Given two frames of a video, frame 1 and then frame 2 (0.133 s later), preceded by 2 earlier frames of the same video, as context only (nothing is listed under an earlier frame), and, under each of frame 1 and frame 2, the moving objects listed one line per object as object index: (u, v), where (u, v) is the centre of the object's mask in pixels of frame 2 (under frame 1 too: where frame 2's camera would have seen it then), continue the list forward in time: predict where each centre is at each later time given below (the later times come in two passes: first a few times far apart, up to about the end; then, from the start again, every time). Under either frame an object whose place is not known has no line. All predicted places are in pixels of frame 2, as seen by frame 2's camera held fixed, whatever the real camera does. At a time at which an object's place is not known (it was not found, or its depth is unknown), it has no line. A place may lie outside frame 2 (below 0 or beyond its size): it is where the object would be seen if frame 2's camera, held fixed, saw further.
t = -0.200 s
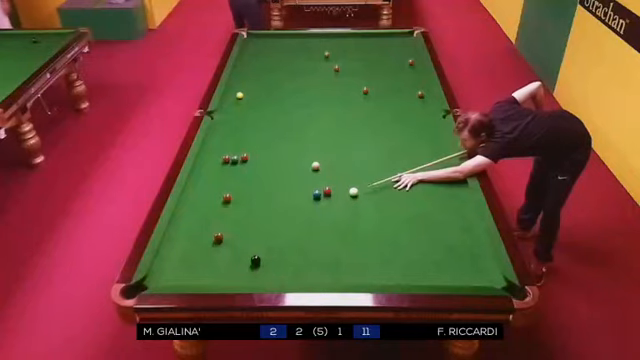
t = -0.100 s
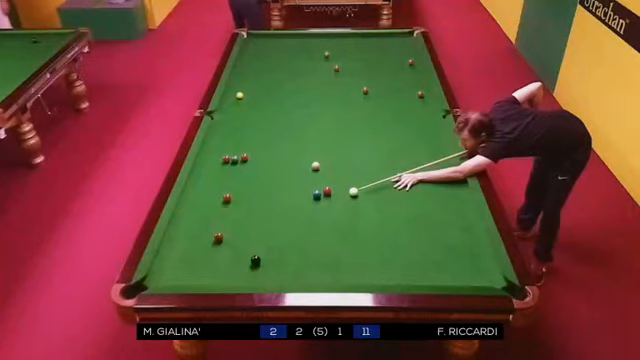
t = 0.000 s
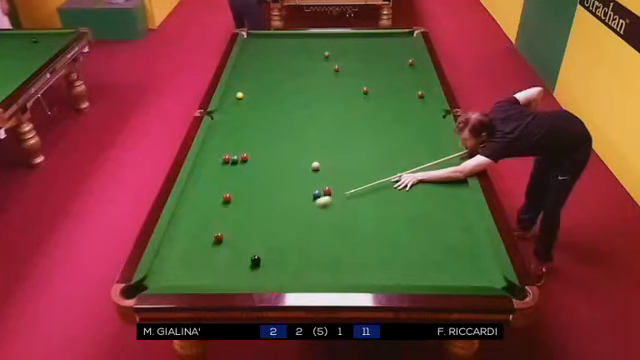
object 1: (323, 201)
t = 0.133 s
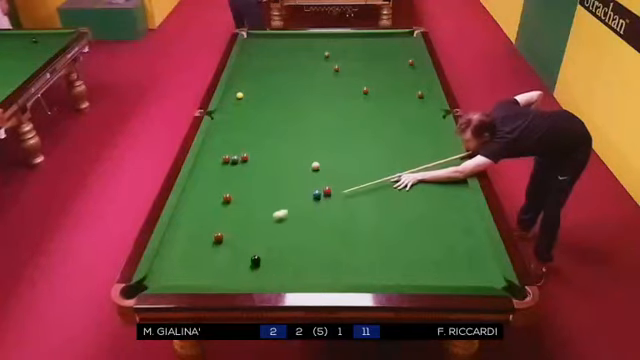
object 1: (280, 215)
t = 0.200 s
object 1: (260, 221)
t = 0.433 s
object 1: (213, 227)
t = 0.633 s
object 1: (185, 224)
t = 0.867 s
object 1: (189, 221)
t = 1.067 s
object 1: (209, 218)
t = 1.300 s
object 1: (231, 215)
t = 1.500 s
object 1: (247, 212)
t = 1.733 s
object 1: (267, 209)
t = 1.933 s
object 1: (282, 207)
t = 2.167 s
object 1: (298, 205)
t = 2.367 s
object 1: (312, 204)
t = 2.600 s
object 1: (327, 201)
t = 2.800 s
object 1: (339, 200)
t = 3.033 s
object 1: (352, 198)
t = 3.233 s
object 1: (362, 196)
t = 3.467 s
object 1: (373, 195)
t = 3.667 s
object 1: (382, 194)
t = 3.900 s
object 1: (392, 193)
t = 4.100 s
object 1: (399, 192)
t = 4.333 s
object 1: (407, 190)
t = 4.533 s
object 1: (413, 190)
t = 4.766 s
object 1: (419, 189)
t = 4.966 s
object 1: (424, 188)
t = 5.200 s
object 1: (429, 187)
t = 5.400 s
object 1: (432, 187)
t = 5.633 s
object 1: (435, 186)
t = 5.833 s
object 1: (436, 186)
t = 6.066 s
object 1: (437, 185)
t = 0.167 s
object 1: (271, 218)
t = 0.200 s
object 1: (260, 221)
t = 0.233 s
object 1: (250, 224)
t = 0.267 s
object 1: (240, 227)
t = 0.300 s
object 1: (229, 231)
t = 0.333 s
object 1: (223, 231)
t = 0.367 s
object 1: (220, 229)
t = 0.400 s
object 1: (216, 228)
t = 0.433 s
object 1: (213, 227)
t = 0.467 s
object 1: (208, 227)
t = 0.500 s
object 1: (204, 226)
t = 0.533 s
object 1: (199, 226)
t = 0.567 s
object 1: (194, 225)
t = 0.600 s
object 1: (189, 225)
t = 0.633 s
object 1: (185, 224)
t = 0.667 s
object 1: (180, 224)
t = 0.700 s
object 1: (176, 224)
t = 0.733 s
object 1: (174, 223)
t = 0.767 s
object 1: (178, 223)
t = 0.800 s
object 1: (182, 222)
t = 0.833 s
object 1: (186, 221)
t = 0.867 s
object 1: (189, 221)
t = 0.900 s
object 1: (192, 220)
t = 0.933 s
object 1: (196, 220)
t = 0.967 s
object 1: (199, 219)
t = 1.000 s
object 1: (202, 219)
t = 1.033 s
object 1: (206, 218)
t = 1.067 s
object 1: (209, 218)
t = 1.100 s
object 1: (212, 218)
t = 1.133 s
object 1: (215, 217)
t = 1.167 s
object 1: (218, 217)
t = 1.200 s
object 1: (221, 216)
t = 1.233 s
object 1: (224, 216)
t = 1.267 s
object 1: (227, 215)
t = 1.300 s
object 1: (231, 215)
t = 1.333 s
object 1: (233, 214)
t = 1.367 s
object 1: (236, 214)
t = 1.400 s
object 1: (239, 213)
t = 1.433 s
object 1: (242, 213)
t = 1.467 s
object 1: (245, 213)
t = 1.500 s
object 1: (247, 212)
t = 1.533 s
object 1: (250, 212)
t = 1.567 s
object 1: (253, 211)
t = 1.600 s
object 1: (256, 211)
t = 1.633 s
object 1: (259, 211)
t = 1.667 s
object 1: (261, 210)
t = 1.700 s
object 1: (264, 210)
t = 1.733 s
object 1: (267, 209)
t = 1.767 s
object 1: (269, 209)
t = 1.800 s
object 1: (272, 209)
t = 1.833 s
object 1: (274, 208)
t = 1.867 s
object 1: (277, 208)
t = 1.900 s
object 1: (279, 208)
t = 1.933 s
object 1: (282, 207)
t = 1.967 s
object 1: (284, 207)
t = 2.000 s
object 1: (287, 207)
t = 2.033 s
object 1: (289, 206)
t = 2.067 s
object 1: (292, 206)
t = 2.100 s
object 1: (294, 206)
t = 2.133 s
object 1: (296, 205)
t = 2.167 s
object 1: (298, 205)
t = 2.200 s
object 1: (301, 205)
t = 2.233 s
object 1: (303, 204)
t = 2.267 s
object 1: (305, 204)
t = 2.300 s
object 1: (308, 204)
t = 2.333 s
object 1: (310, 204)
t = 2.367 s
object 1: (312, 204)
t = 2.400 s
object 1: (314, 203)
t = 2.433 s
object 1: (317, 203)
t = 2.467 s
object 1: (318, 203)
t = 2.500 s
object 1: (321, 202)
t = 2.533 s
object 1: (323, 202)
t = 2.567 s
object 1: (325, 202)
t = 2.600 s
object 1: (327, 201)
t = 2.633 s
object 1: (329, 201)
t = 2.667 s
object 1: (331, 201)
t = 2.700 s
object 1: (333, 200)
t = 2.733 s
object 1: (335, 200)
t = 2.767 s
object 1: (337, 200)
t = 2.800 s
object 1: (339, 200)
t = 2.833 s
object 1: (341, 199)
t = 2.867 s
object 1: (343, 199)
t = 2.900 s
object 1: (345, 199)
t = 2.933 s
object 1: (346, 198)
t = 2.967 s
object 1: (348, 198)
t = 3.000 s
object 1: (350, 198)
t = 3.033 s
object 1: (352, 198)
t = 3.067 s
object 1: (354, 198)
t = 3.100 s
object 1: (355, 197)
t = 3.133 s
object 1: (357, 197)
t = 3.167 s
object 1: (359, 197)
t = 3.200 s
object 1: (361, 197)
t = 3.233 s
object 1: (362, 196)
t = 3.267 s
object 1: (364, 196)
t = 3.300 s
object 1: (366, 196)
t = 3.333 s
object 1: (367, 196)
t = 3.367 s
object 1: (368, 196)
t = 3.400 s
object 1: (370, 195)
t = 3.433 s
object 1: (372, 195)
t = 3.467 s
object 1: (373, 195)
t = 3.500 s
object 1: (375, 195)
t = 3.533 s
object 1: (376, 194)
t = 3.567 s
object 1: (378, 194)
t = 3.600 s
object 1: (379, 194)
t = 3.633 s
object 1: (381, 194)
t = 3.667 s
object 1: (382, 194)
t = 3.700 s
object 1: (384, 193)
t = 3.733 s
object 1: (385, 193)
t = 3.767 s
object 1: (386, 193)
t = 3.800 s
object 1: (388, 193)
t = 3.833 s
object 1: (389, 193)
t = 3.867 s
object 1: (390, 193)
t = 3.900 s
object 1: (392, 193)
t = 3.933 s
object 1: (393, 192)
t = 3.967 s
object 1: (394, 192)
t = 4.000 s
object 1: (396, 192)
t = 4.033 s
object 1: (397, 192)
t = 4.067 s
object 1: (398, 192)
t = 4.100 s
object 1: (399, 192)
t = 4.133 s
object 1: (400, 192)
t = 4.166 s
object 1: (401, 191)
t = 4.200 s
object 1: (403, 191)
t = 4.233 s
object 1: (404, 191)
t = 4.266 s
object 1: (405, 191)
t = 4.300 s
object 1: (406, 191)
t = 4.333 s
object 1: (407, 190)
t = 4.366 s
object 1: (408, 190)
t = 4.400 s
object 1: (409, 190)
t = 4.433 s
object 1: (410, 190)
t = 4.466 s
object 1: (411, 190)
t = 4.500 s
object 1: (412, 190)
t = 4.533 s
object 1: (413, 190)
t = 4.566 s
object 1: (414, 190)
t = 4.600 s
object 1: (415, 189)
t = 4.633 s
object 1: (416, 189)
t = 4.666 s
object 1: (416, 189)
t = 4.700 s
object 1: (417, 189)
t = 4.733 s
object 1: (418, 189)
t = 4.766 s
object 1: (419, 189)
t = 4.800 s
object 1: (420, 189)
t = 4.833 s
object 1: (421, 188)
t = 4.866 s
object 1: (422, 188)
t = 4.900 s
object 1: (422, 188)
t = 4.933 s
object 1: (423, 188)
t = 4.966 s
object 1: (424, 188)
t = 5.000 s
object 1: (425, 188)
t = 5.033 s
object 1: (426, 188)
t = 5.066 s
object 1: (426, 188)
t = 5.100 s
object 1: (427, 187)
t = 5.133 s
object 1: (428, 187)
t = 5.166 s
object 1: (428, 187)
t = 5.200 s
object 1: (429, 187)
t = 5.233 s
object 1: (429, 187)
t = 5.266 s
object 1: (430, 187)
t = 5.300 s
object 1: (430, 187)
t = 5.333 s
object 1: (431, 187)
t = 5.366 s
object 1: (431, 187)
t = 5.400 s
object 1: (432, 187)
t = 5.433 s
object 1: (432, 187)
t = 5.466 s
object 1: (432, 186)
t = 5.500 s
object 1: (433, 186)
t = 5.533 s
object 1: (434, 186)
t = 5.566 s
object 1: (434, 186)
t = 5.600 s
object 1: (434, 186)
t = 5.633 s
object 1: (435, 186)
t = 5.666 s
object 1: (435, 186)
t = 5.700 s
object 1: (435, 186)
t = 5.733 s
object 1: (436, 186)
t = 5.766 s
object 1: (436, 186)
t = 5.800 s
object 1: (436, 186)
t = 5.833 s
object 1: (436, 186)
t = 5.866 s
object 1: (436, 186)
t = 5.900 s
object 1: (436, 186)
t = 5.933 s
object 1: (437, 186)
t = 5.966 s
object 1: (437, 186)
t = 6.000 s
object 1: (437, 186)
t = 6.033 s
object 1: (437, 185)
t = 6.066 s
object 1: (437, 185)
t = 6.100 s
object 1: (437, 185)
